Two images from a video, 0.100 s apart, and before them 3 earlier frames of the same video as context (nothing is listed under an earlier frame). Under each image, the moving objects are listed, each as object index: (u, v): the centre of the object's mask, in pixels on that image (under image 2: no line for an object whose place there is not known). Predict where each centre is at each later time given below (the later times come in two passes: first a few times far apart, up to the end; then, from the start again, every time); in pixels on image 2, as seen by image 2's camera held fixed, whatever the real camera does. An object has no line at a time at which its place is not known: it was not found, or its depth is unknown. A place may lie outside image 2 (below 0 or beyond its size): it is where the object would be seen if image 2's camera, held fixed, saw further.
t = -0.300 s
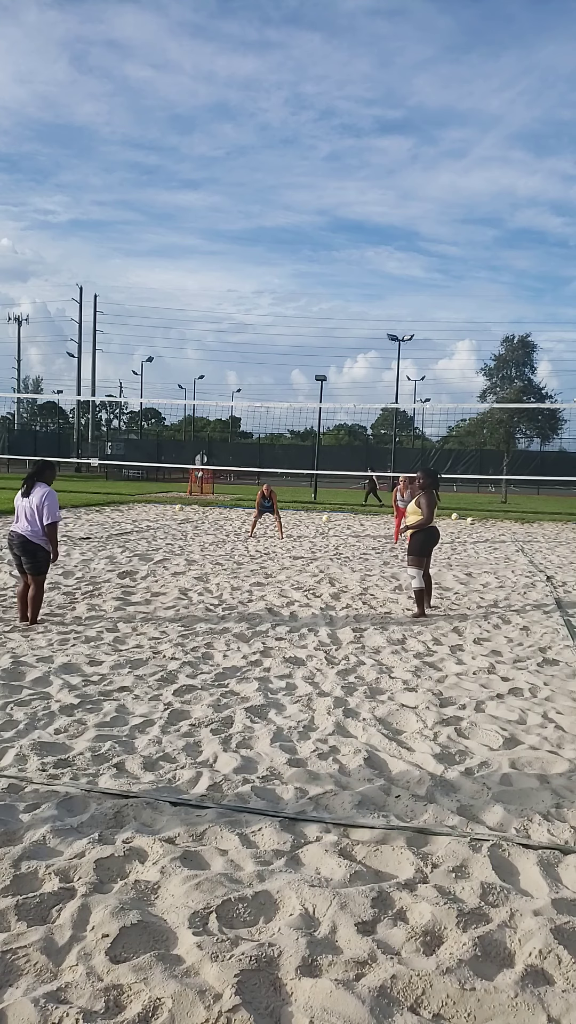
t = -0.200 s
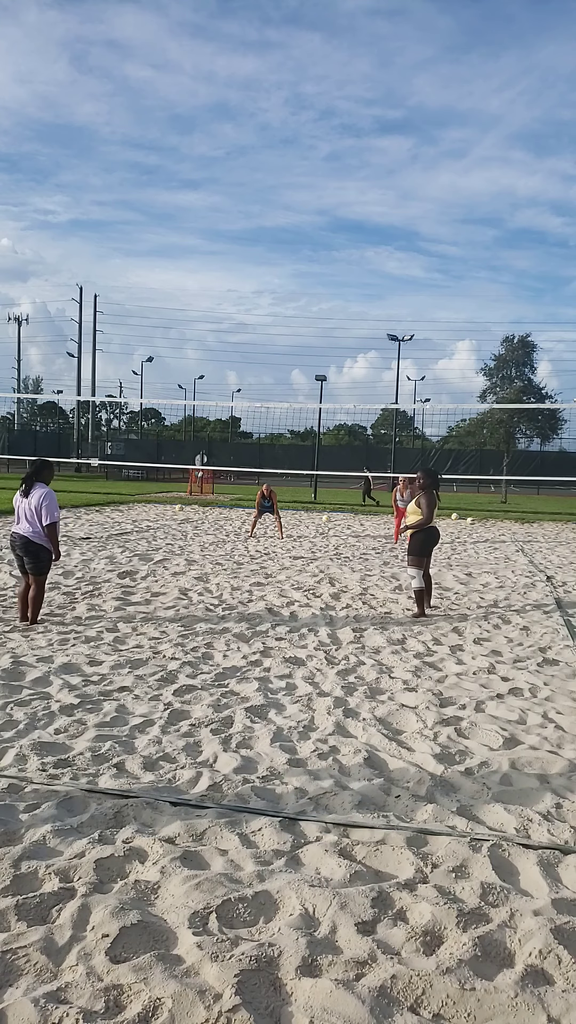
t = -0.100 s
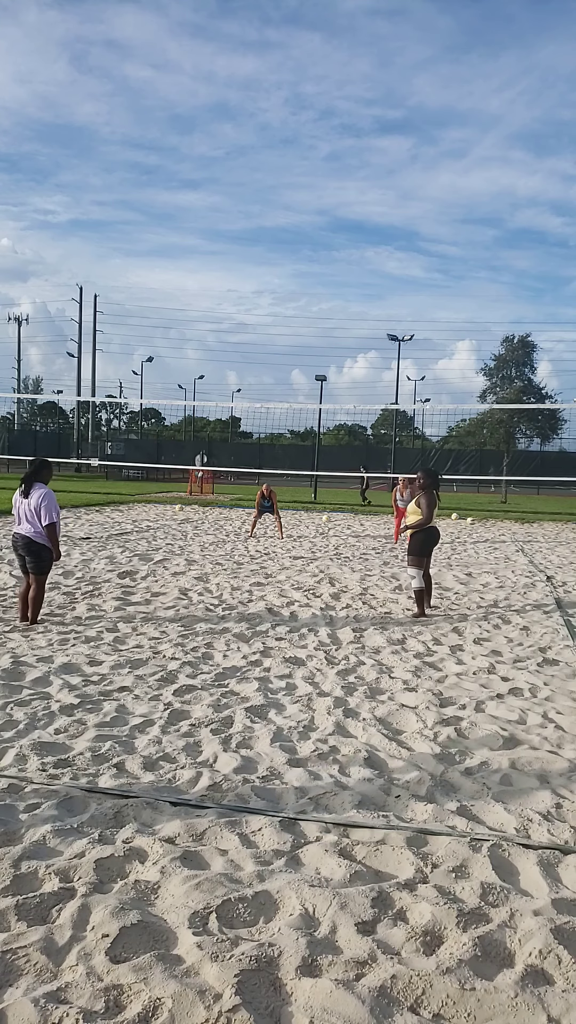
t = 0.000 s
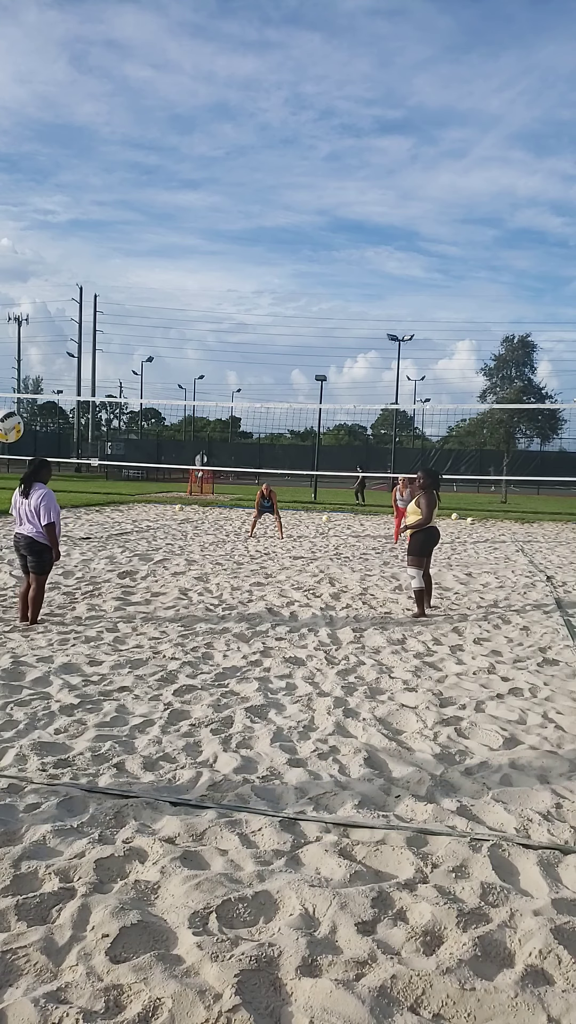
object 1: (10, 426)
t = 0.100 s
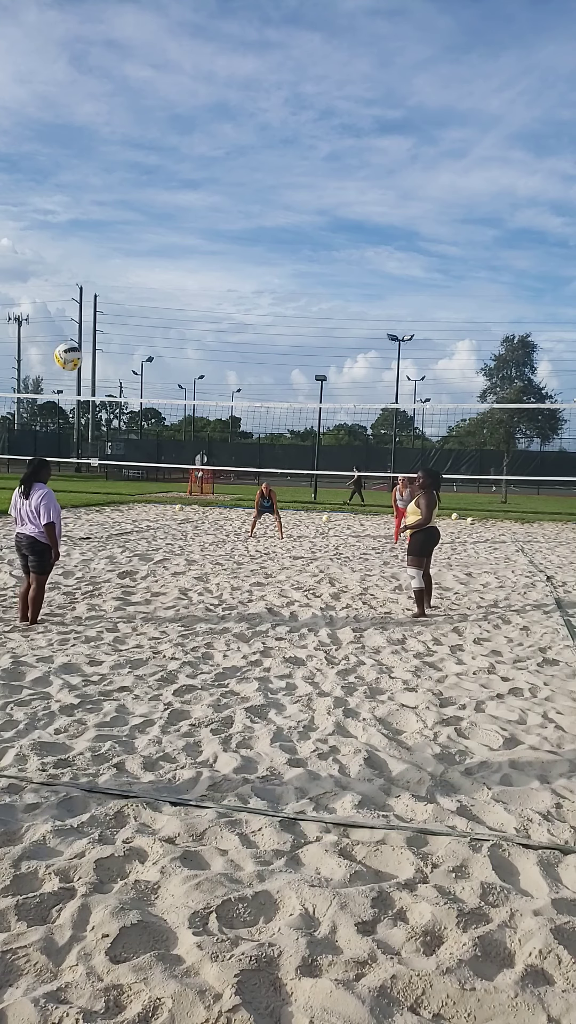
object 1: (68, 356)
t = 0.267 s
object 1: (139, 300)
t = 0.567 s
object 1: (215, 293)
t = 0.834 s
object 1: (248, 336)
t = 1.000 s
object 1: (262, 374)
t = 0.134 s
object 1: (85, 341)
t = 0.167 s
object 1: (100, 327)
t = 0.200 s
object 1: (114, 316)
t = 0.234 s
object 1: (127, 307)
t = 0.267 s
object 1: (139, 300)
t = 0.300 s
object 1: (150, 295)
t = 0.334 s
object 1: (161, 291)
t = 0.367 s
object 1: (170, 288)
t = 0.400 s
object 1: (179, 286)
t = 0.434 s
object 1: (187, 286)
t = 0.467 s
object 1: (195, 287)
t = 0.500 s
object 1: (202, 288)
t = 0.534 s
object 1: (209, 290)
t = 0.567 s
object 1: (215, 293)
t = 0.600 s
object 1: (220, 297)
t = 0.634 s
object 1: (225, 301)
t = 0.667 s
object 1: (230, 306)
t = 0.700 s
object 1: (234, 312)
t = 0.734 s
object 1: (238, 317)
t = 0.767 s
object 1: (242, 323)
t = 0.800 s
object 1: (245, 329)
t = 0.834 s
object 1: (248, 336)
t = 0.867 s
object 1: (252, 343)
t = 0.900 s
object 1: (254, 350)
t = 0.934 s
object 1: (257, 358)
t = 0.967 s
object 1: (260, 366)
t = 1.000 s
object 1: (262, 374)
